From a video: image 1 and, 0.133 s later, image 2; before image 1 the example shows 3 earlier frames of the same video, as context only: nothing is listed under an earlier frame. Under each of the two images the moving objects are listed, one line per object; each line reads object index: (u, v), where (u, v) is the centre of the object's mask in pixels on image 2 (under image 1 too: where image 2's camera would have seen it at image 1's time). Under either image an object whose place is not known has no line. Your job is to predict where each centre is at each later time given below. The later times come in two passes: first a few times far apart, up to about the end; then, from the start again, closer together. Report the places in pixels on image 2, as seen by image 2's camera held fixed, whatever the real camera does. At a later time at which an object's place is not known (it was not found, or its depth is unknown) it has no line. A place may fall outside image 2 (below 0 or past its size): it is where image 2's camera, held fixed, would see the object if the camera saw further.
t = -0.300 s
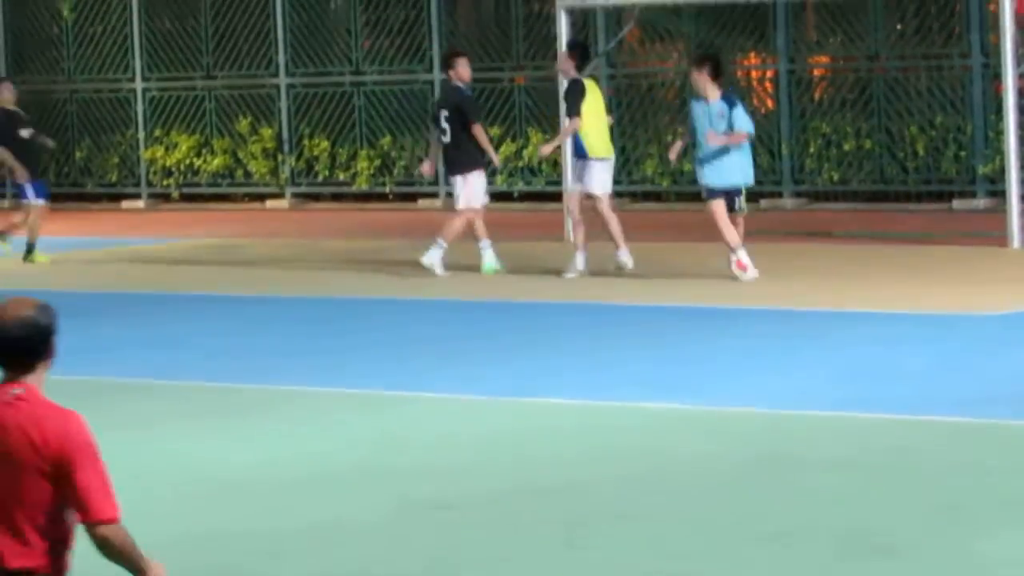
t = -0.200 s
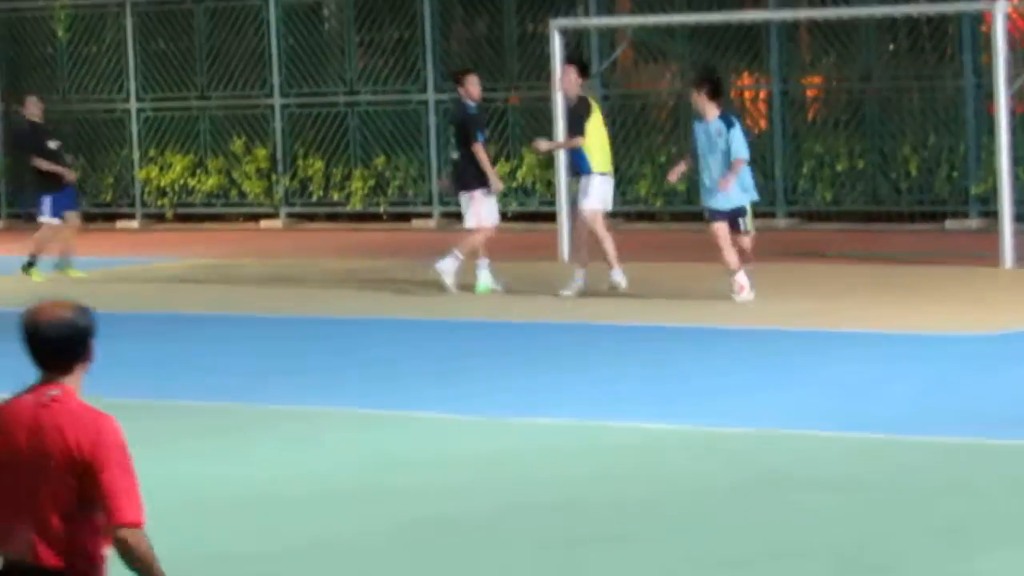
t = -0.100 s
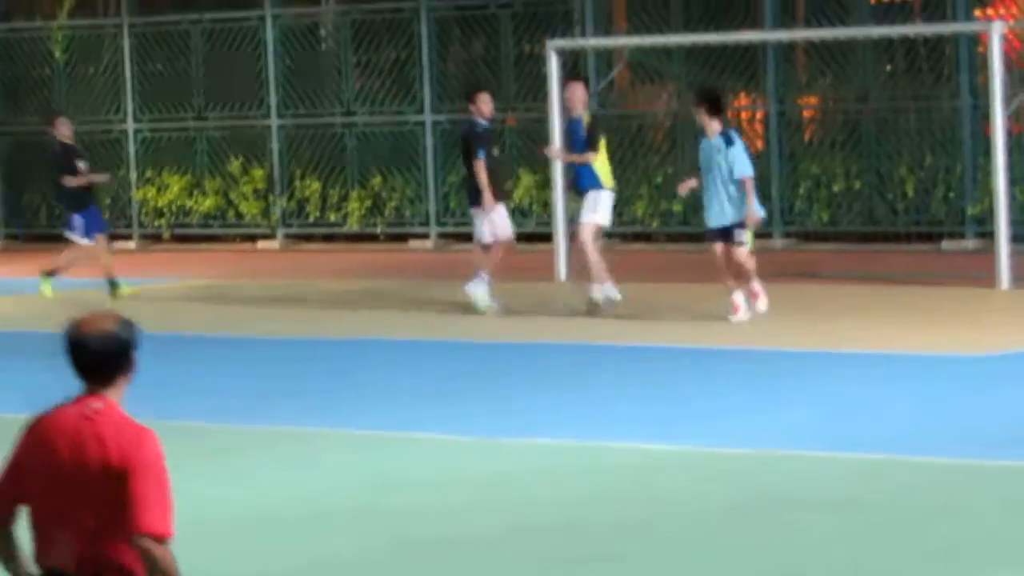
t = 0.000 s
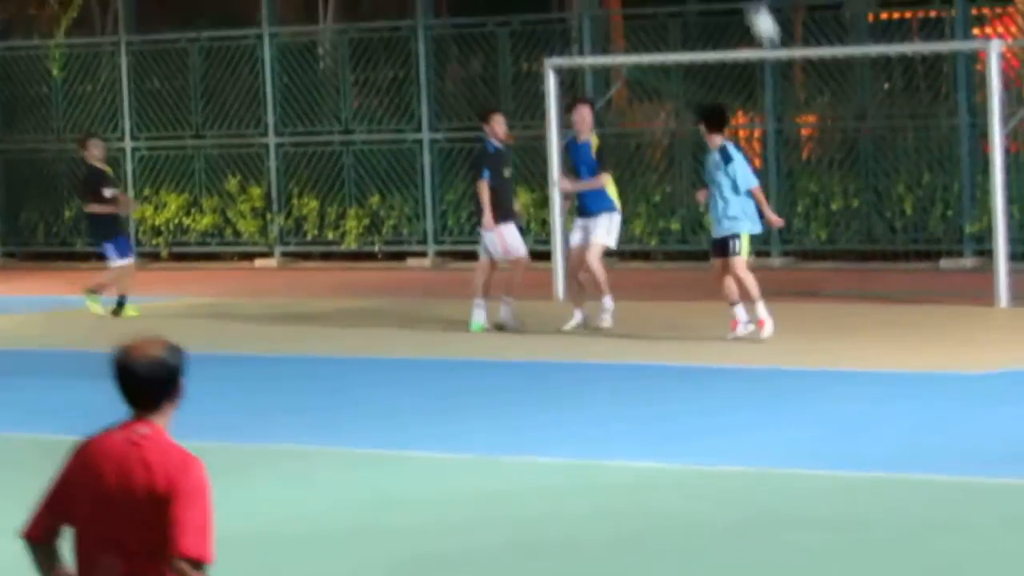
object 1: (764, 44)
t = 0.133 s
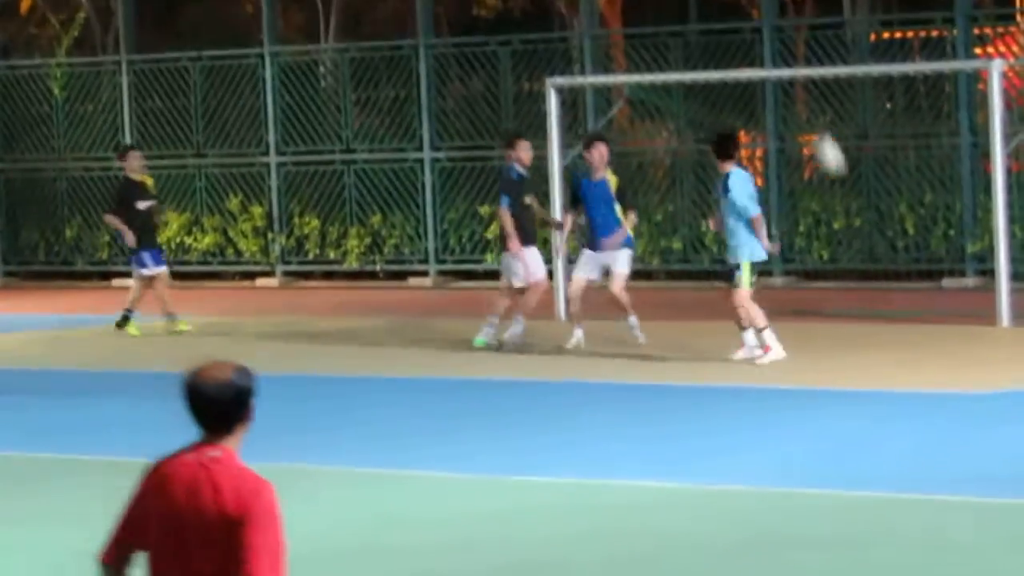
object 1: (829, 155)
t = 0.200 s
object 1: (861, 218)
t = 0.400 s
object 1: (923, 264)
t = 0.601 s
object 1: (949, 129)
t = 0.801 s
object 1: (978, 42)
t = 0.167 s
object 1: (845, 186)
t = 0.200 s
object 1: (861, 218)
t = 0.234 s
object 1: (876, 252)
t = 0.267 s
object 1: (893, 287)
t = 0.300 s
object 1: (909, 323)
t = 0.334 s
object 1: (916, 320)
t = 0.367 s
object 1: (920, 292)
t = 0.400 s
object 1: (923, 264)
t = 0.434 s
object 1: (927, 238)
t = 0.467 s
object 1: (931, 213)
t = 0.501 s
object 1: (936, 190)
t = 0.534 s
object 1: (940, 168)
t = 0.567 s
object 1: (944, 147)
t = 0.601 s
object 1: (949, 129)
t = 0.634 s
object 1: (954, 111)
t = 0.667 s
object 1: (958, 94)
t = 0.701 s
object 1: (964, 81)
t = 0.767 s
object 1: (973, 51)
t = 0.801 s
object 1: (978, 42)
